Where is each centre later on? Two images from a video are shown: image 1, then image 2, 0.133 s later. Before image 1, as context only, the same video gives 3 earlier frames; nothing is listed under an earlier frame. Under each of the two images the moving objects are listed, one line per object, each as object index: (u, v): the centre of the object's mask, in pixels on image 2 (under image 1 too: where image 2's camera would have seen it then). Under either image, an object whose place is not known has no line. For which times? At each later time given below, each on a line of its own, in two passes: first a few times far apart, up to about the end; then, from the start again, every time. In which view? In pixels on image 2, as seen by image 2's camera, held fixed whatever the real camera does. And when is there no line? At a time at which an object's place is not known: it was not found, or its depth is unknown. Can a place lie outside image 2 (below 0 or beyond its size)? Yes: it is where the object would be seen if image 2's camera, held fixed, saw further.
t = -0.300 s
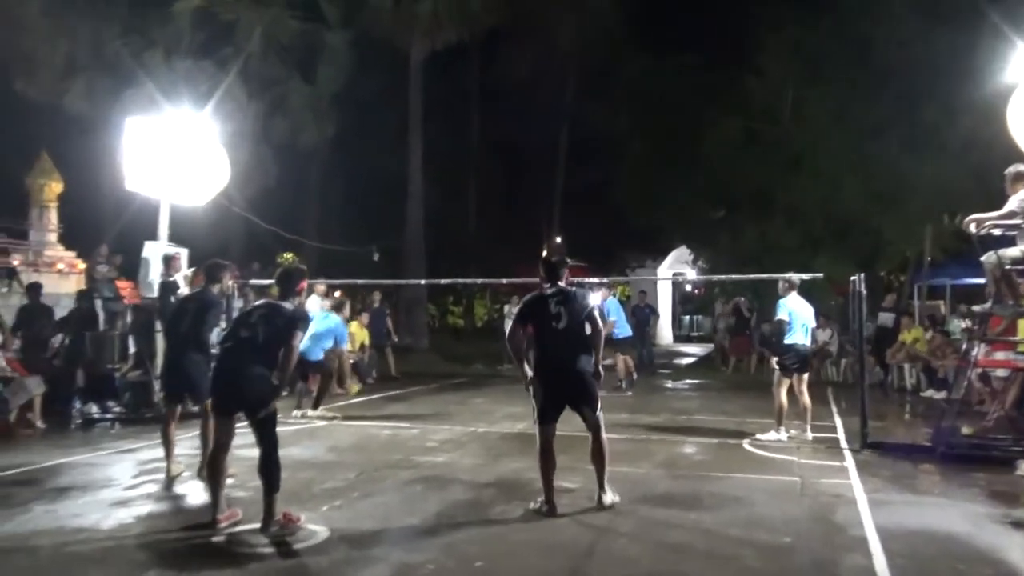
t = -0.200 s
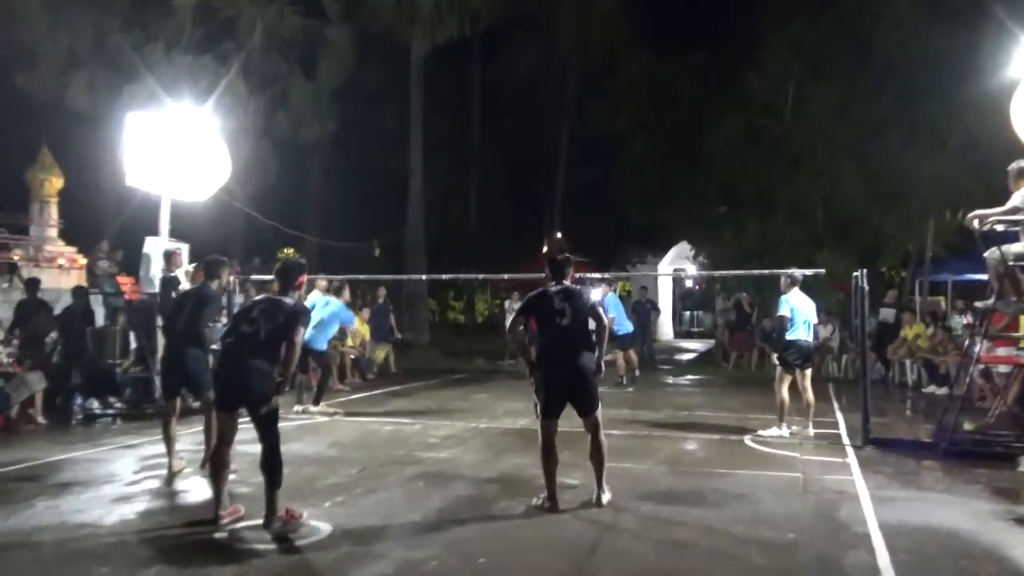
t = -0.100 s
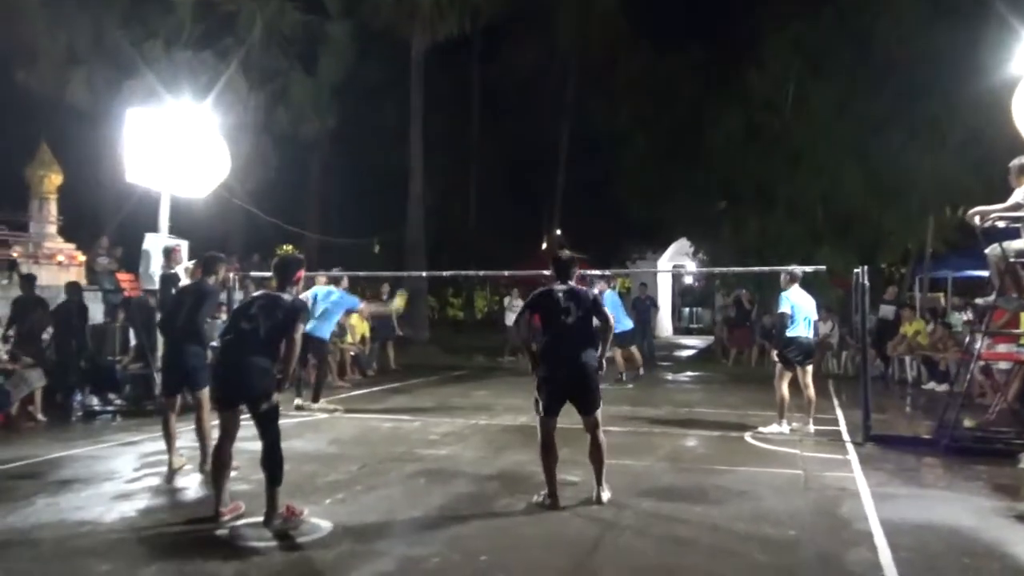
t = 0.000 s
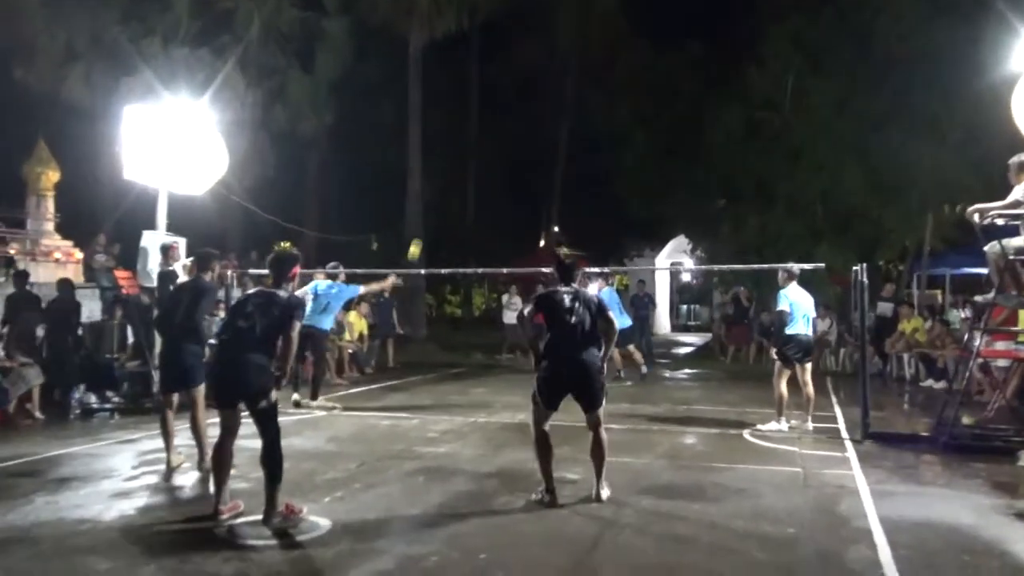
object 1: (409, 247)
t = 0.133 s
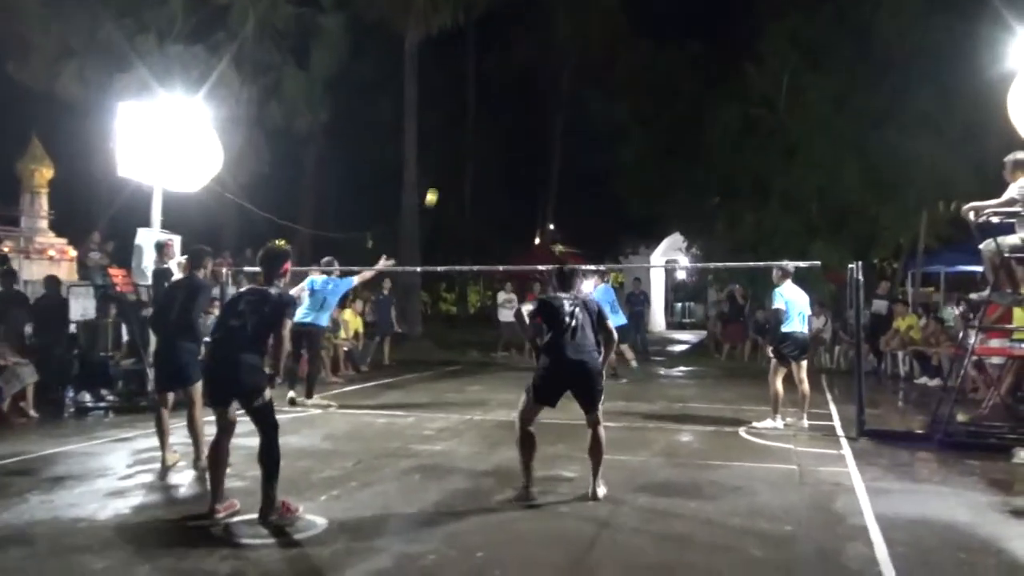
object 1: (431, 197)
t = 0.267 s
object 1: (452, 163)
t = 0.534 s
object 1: (491, 137)
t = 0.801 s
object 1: (525, 163)
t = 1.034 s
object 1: (552, 224)
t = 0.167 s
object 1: (437, 187)
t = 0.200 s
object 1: (441, 179)
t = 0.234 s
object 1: (447, 170)
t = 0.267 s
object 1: (452, 163)
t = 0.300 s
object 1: (457, 157)
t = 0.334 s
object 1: (462, 152)
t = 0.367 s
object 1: (467, 147)
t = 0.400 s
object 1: (472, 143)
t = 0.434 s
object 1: (477, 141)
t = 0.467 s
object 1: (481, 139)
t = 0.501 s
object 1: (486, 138)
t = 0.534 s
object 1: (491, 137)
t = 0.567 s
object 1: (495, 138)
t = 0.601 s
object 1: (499, 139)
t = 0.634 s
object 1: (504, 141)
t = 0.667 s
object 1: (508, 144)
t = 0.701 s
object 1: (513, 148)
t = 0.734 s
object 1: (517, 152)
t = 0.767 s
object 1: (521, 157)
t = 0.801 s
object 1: (525, 163)
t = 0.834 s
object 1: (529, 170)
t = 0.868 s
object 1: (533, 177)
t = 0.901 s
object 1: (537, 185)
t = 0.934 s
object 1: (541, 193)
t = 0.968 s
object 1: (545, 203)
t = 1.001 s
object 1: (549, 213)
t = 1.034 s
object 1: (552, 224)
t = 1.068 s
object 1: (556, 235)
